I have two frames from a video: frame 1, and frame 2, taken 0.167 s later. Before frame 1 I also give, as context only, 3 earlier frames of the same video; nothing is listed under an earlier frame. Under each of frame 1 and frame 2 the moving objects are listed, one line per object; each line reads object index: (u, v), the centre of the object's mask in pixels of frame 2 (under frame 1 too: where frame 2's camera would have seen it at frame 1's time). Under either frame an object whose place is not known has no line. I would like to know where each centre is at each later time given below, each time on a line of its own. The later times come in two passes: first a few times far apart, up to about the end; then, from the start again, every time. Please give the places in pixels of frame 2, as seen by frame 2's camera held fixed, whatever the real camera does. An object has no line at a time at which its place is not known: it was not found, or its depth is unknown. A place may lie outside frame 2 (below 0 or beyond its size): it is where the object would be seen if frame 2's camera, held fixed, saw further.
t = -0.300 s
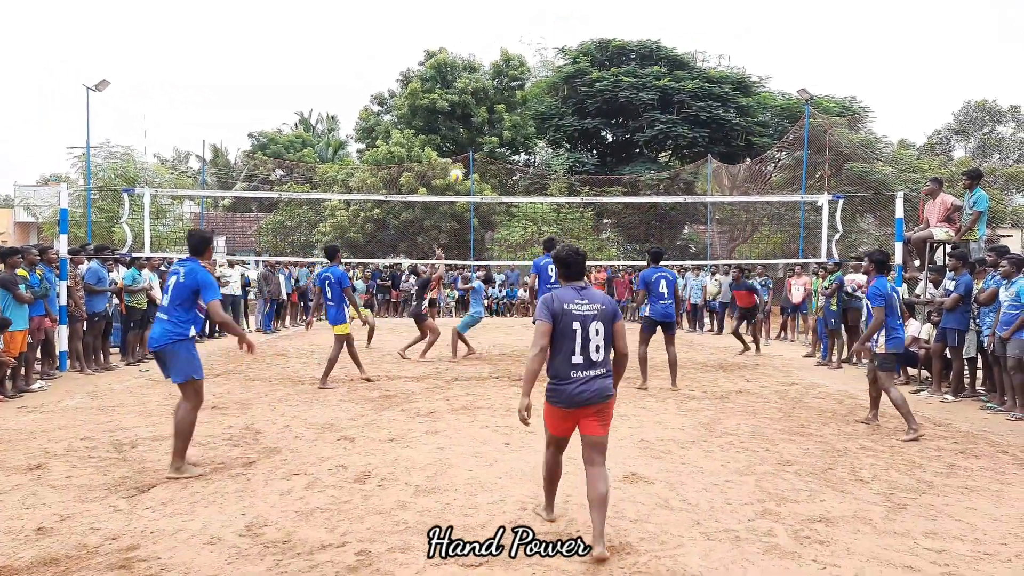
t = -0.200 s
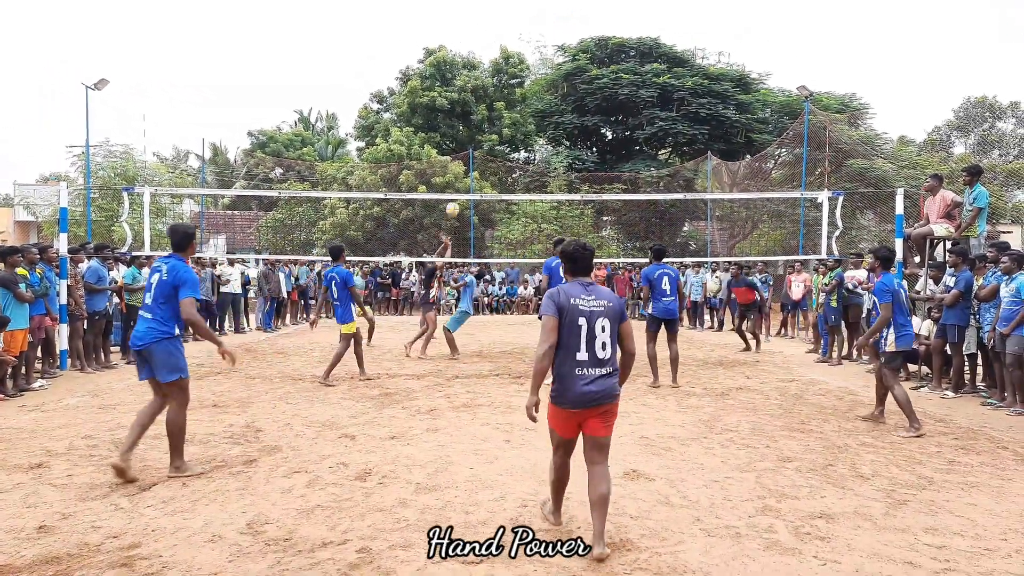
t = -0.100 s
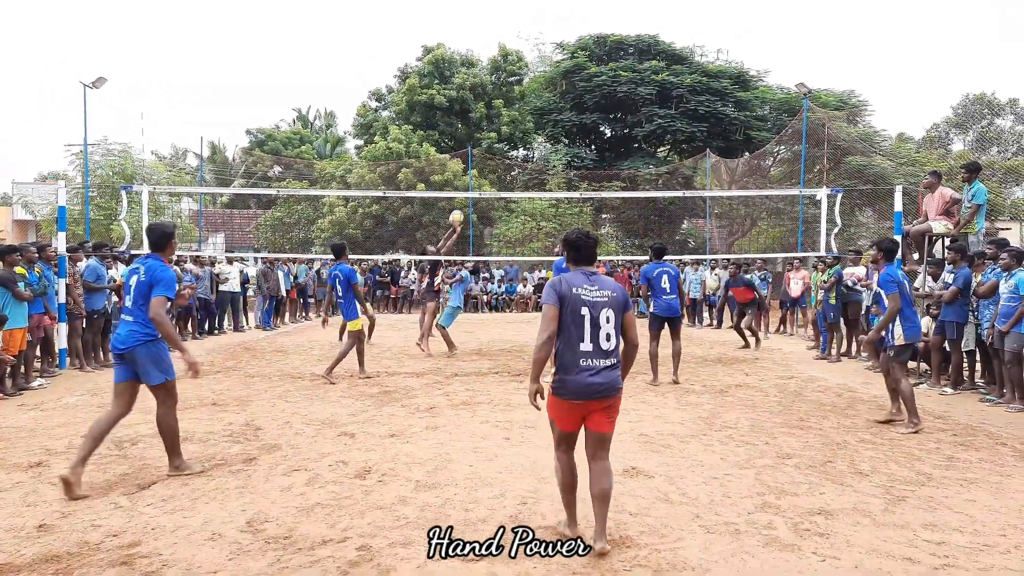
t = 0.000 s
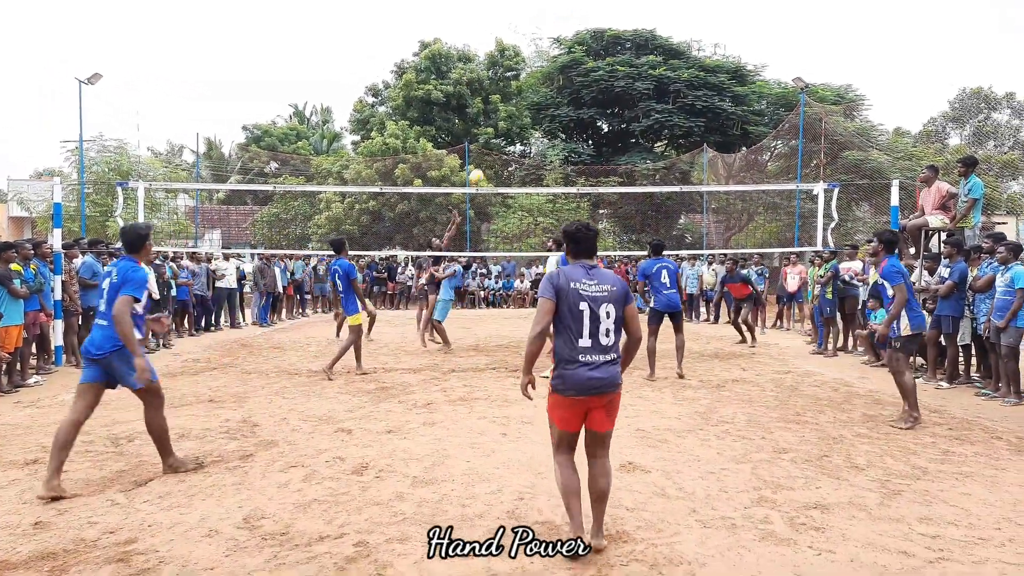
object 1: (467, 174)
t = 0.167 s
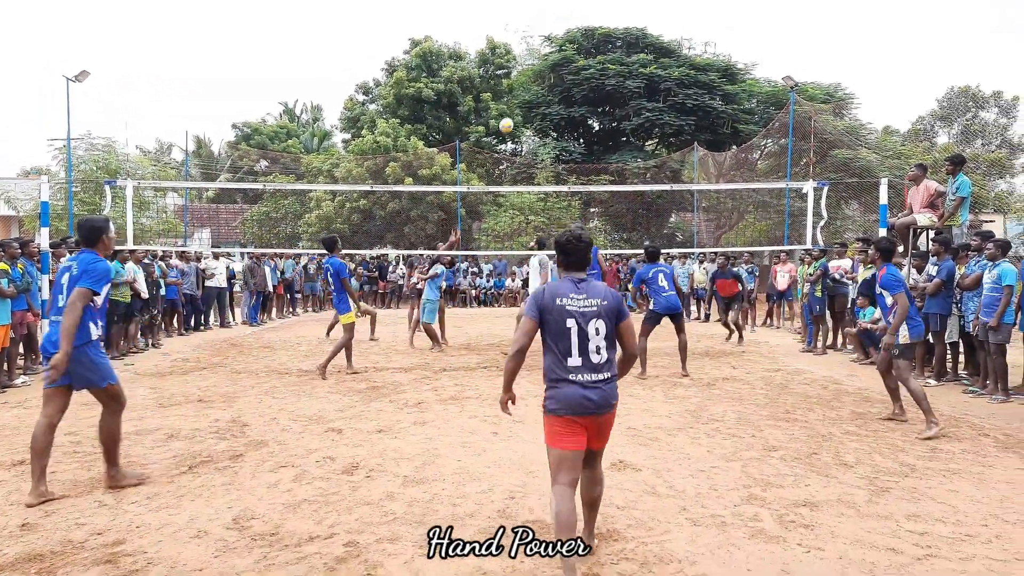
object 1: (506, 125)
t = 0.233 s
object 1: (522, 109)
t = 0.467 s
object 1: (576, 76)
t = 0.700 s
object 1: (630, 76)
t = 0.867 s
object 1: (670, 99)
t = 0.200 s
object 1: (514, 117)
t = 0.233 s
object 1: (522, 109)
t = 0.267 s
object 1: (529, 102)
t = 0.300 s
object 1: (537, 97)
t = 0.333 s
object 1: (545, 91)
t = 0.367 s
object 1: (552, 86)
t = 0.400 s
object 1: (560, 82)
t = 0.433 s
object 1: (568, 79)
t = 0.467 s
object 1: (576, 76)
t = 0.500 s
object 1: (583, 74)
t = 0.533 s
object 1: (591, 72)
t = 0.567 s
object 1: (599, 72)
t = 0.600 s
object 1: (607, 72)
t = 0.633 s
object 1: (615, 72)
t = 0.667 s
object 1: (622, 74)
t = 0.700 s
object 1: (630, 76)
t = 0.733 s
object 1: (638, 79)
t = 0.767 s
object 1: (646, 84)
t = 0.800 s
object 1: (654, 88)
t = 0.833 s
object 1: (662, 93)
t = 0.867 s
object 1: (670, 99)
